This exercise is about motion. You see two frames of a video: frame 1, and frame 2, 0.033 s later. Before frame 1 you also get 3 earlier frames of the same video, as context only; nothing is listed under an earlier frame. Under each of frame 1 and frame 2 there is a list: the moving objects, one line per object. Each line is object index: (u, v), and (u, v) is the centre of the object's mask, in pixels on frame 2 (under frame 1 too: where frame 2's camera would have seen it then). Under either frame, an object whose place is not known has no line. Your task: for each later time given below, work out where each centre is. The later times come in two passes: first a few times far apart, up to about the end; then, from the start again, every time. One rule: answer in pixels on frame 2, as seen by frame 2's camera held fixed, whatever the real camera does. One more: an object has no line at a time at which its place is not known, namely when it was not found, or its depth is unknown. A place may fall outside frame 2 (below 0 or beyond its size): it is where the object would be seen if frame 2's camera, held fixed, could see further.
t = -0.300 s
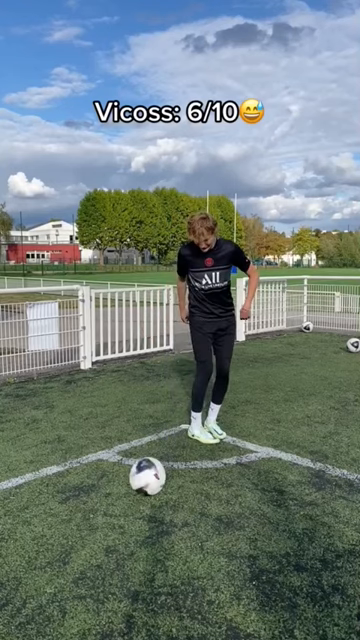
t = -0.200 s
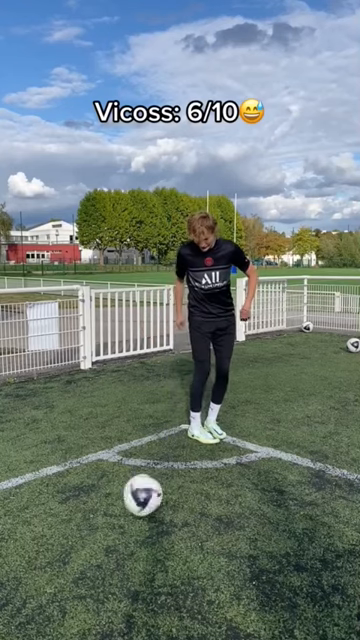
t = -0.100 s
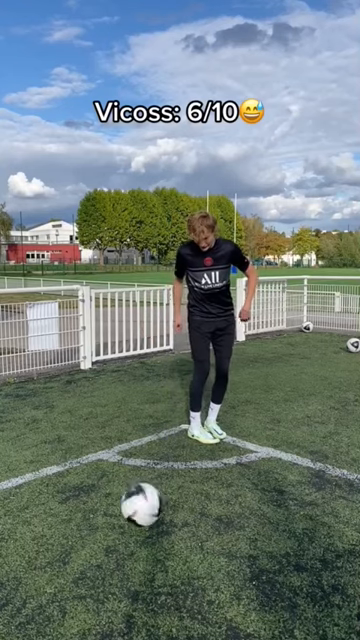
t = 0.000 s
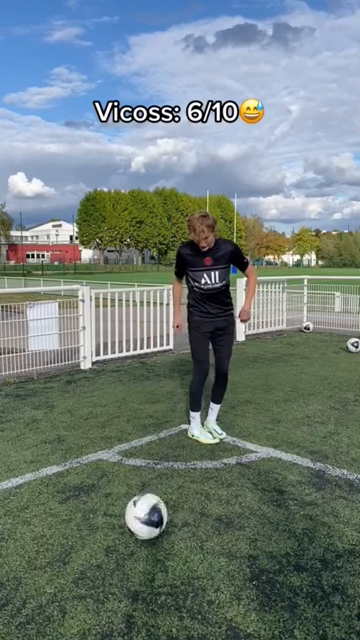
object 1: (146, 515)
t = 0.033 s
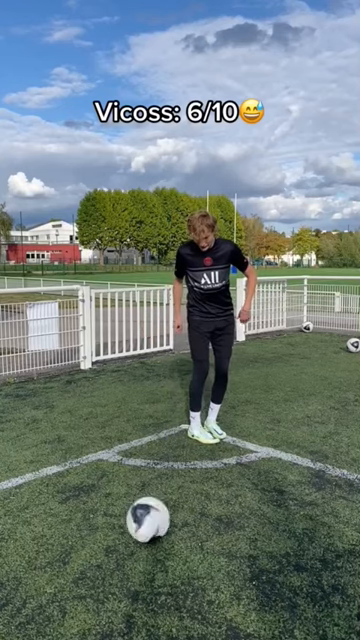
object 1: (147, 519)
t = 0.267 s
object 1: (178, 519)
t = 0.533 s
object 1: (207, 511)
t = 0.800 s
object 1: (226, 504)
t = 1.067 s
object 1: (242, 498)
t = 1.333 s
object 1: (251, 493)
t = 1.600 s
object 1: (255, 490)
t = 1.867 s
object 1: (258, 488)
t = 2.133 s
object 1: (260, 487)
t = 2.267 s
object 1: (263, 488)
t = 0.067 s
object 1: (152, 520)
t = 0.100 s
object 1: (155, 522)
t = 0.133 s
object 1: (160, 521)
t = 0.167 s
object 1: (165, 522)
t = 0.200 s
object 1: (169, 521)
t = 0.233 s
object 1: (174, 520)
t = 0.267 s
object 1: (178, 519)
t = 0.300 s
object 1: (182, 518)
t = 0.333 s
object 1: (187, 517)
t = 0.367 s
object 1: (190, 516)
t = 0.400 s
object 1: (193, 514)
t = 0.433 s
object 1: (197, 514)
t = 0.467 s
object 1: (200, 513)
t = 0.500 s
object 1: (203, 513)
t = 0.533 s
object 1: (207, 511)
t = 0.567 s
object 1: (209, 511)
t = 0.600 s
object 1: (211, 510)
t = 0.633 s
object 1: (215, 508)
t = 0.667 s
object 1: (218, 508)
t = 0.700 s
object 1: (220, 507)
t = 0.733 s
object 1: (223, 507)
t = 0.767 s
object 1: (225, 505)
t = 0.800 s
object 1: (226, 504)
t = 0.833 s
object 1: (228, 503)
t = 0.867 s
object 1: (231, 503)
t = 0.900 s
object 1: (233, 503)
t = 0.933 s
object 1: (235, 502)
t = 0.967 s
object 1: (237, 501)
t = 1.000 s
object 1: (238, 500)
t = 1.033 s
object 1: (240, 499)
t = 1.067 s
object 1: (242, 498)
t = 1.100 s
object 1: (243, 498)
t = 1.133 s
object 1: (245, 497)
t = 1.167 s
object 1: (246, 497)
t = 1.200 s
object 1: (248, 496)
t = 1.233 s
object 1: (248, 496)
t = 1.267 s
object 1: (250, 495)
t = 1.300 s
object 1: (251, 494)
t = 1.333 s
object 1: (251, 493)
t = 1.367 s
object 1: (253, 493)
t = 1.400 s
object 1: (253, 492)
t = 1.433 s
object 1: (254, 492)
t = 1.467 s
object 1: (254, 491)
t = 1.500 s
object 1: (255, 490)
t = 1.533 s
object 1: (255, 490)
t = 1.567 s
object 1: (254, 490)
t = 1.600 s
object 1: (255, 490)
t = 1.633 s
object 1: (256, 489)
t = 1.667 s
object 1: (256, 489)
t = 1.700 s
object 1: (256, 488)
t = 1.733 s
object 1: (257, 488)
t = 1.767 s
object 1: (257, 488)
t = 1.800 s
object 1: (257, 488)
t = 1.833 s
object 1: (257, 488)
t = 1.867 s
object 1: (258, 488)
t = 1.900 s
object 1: (258, 488)
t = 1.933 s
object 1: (258, 488)
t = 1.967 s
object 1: (259, 488)
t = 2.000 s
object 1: (259, 487)
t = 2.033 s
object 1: (258, 487)
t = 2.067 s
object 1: (259, 487)
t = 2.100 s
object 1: (259, 487)
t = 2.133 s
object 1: (260, 487)
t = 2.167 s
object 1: (260, 488)
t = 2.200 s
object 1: (262, 488)
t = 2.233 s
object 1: (261, 488)
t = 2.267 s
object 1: (263, 488)
